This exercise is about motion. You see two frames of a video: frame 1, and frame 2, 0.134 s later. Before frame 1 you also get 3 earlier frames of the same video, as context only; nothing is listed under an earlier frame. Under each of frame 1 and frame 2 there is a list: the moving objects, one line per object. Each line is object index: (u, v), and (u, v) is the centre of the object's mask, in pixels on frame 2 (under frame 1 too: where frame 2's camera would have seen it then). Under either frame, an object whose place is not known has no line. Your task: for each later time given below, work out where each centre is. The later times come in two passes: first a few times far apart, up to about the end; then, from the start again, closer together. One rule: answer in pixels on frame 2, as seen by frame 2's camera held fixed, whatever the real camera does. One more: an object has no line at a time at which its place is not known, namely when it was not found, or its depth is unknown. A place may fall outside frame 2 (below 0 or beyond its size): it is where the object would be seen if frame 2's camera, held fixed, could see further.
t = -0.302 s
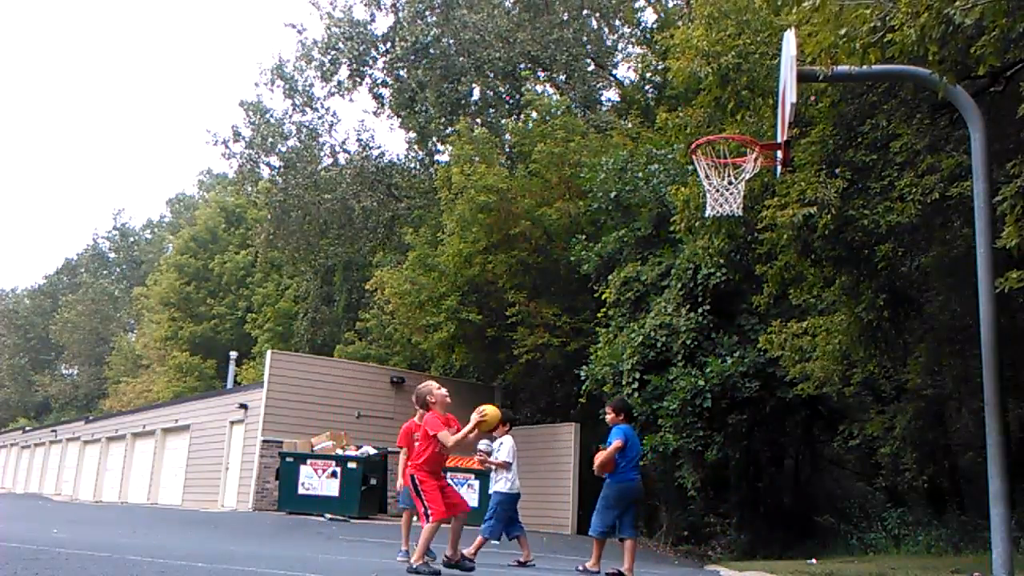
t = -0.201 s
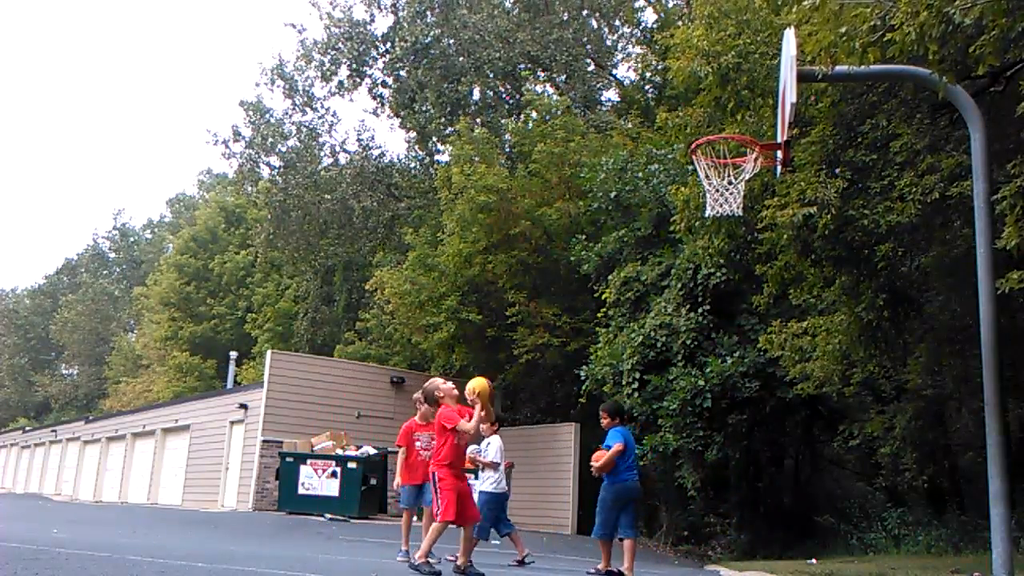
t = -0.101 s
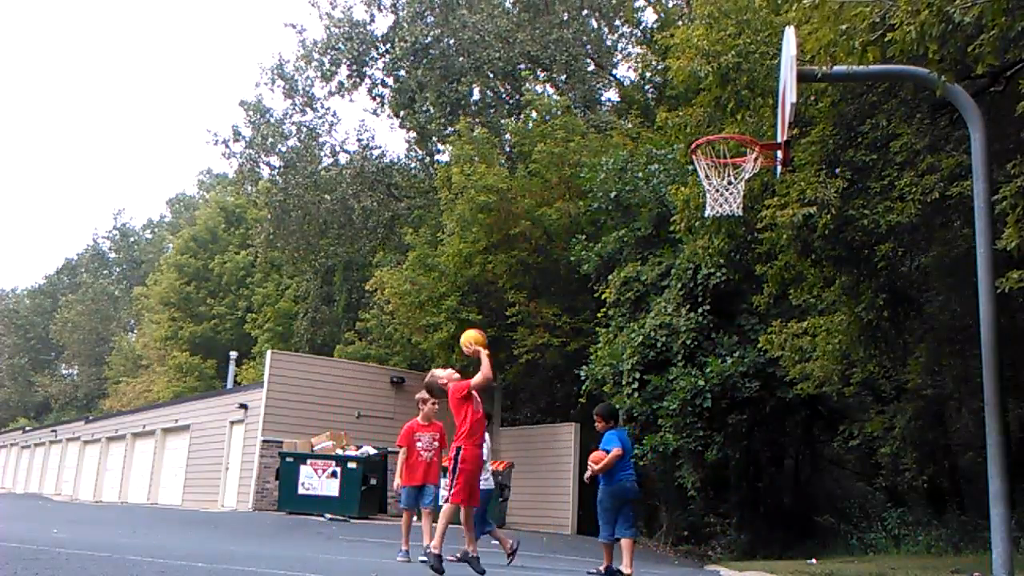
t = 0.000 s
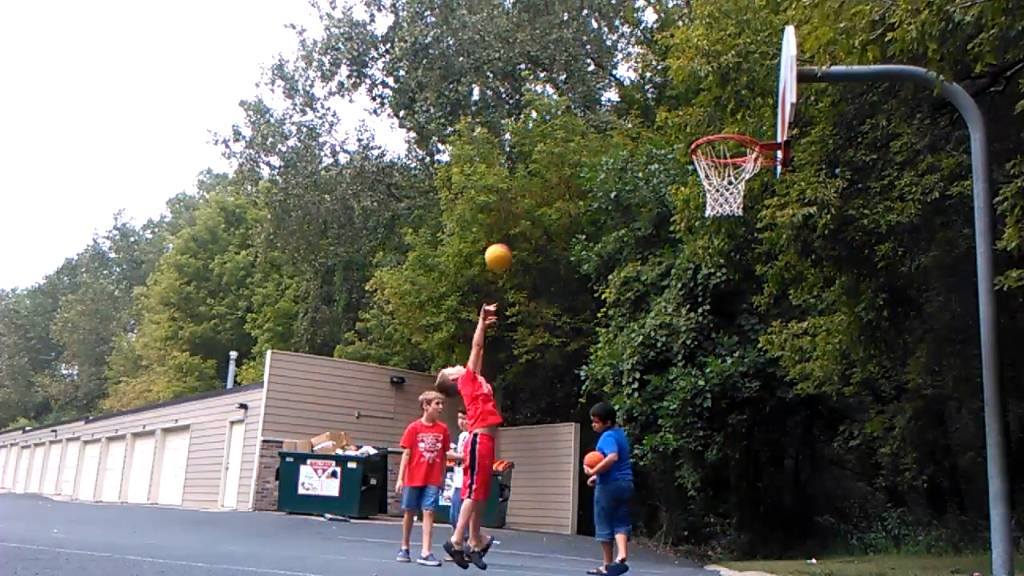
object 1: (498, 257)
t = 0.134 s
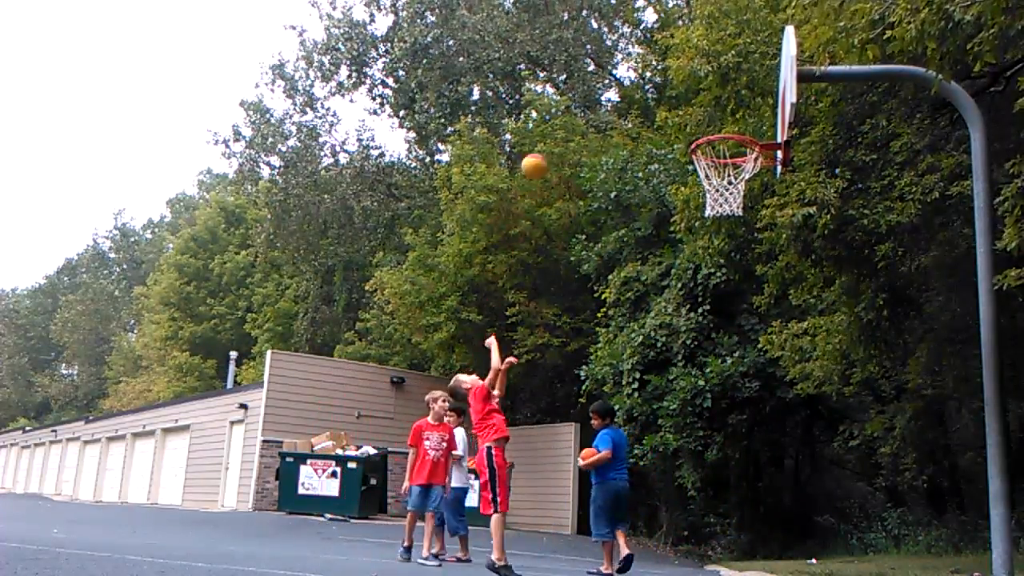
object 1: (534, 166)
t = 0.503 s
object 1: (619, 52)
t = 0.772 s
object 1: (676, 77)
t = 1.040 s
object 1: (725, 126)
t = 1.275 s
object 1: (754, 105)
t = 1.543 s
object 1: (754, 134)
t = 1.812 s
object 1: (725, 253)
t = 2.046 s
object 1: (703, 440)
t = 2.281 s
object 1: (695, 499)
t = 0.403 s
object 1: (598, 65)
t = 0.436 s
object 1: (604, 60)
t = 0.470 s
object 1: (612, 56)
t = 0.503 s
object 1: (619, 52)
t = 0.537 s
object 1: (627, 51)
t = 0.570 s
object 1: (634, 50)
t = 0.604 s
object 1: (641, 51)
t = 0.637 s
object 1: (648, 53)
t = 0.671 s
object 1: (655, 58)
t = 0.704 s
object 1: (662, 63)
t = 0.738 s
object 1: (669, 69)
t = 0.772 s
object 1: (676, 77)
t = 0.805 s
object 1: (683, 86)
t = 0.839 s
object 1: (690, 96)
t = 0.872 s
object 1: (697, 109)
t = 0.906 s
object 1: (704, 123)
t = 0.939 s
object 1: (711, 137)
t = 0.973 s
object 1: (718, 149)
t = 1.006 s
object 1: (721, 139)
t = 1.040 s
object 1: (725, 126)
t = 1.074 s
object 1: (730, 122)
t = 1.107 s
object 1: (734, 117)
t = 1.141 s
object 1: (738, 110)
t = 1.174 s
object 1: (743, 107)
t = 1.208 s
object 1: (747, 105)
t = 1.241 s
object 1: (750, 104)
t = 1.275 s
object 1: (754, 105)
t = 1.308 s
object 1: (759, 105)
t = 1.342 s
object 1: (763, 109)
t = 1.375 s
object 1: (767, 113)
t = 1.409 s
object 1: (765, 116)
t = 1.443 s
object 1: (761, 120)
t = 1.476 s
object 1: (758, 124)
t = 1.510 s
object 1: (755, 130)
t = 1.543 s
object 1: (754, 134)
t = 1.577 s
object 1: (745, 146)
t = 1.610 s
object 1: (742, 153)
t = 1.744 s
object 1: (732, 216)
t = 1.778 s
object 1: (728, 233)
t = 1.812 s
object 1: (725, 253)
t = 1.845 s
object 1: (722, 274)
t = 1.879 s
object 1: (719, 297)
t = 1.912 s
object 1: (715, 322)
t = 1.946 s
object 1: (712, 349)
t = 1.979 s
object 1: (709, 378)
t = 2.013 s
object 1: (706, 409)
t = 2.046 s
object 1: (703, 440)
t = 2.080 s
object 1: (700, 475)
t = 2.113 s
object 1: (697, 511)
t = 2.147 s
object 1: (693, 549)
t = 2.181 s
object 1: (691, 569)
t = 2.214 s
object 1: (692, 547)
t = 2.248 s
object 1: (693, 522)
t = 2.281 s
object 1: (695, 499)
